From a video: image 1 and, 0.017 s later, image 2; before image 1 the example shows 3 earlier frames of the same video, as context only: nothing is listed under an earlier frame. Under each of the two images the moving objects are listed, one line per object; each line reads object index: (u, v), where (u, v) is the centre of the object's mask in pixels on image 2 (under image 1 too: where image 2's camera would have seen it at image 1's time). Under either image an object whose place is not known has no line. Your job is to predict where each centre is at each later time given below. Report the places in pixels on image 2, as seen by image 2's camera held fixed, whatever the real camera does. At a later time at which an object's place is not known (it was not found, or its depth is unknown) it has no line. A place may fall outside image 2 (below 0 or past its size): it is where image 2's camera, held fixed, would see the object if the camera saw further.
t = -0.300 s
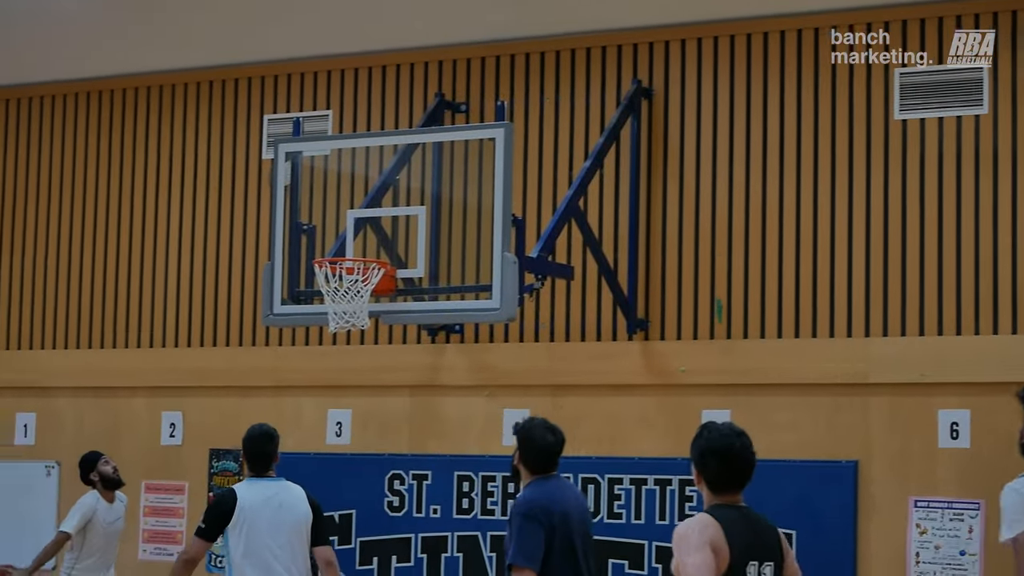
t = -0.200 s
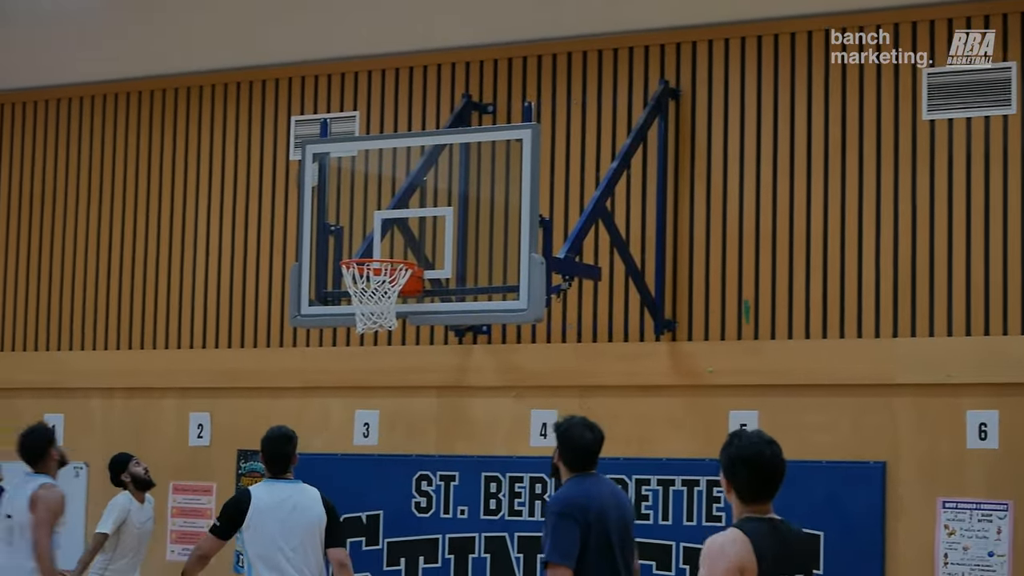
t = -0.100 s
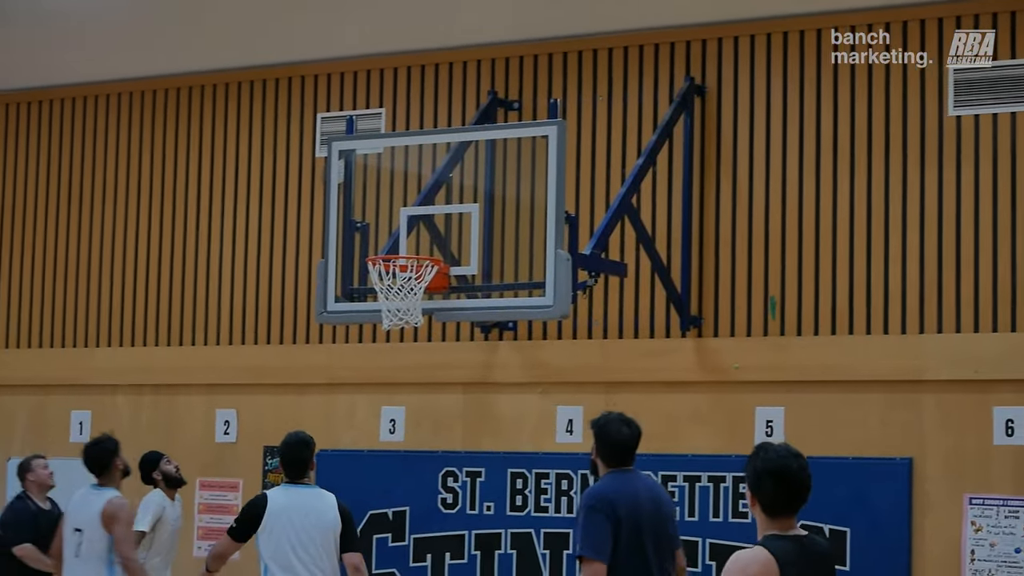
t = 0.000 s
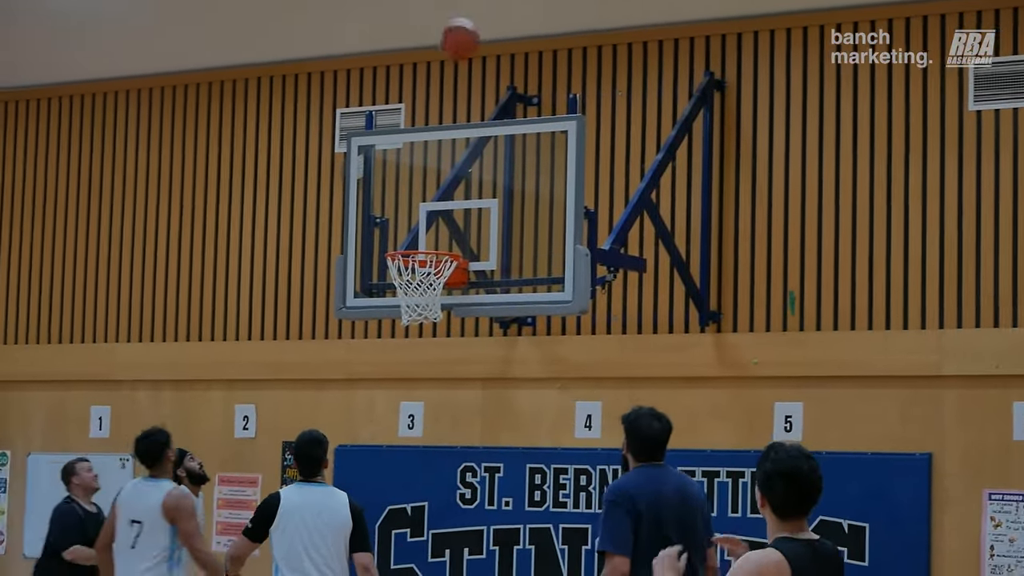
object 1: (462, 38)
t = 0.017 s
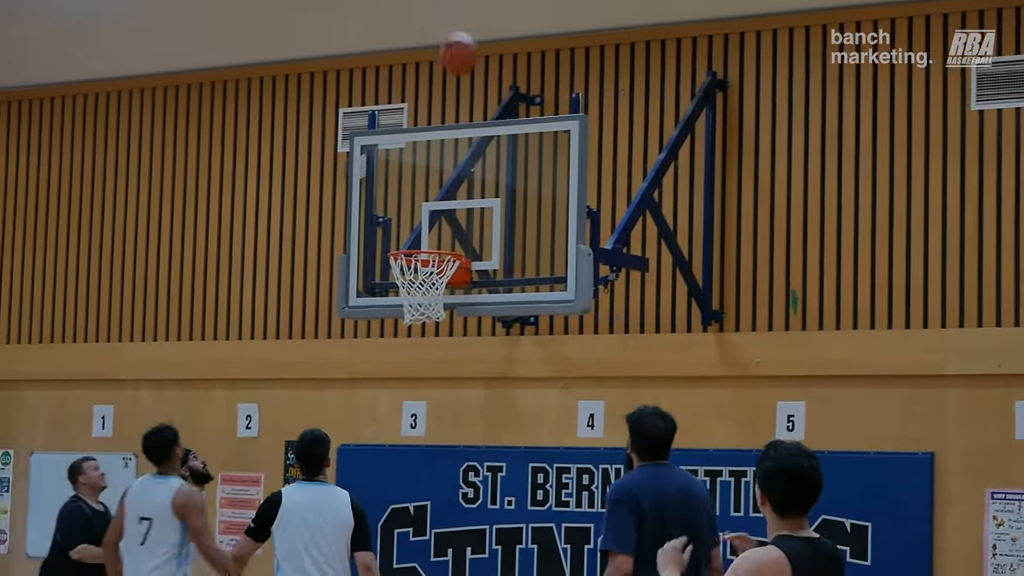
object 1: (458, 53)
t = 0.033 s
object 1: (455, 69)
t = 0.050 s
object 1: (453, 84)
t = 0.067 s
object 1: (450, 100)
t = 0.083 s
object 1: (447, 115)
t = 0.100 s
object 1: (444, 133)
